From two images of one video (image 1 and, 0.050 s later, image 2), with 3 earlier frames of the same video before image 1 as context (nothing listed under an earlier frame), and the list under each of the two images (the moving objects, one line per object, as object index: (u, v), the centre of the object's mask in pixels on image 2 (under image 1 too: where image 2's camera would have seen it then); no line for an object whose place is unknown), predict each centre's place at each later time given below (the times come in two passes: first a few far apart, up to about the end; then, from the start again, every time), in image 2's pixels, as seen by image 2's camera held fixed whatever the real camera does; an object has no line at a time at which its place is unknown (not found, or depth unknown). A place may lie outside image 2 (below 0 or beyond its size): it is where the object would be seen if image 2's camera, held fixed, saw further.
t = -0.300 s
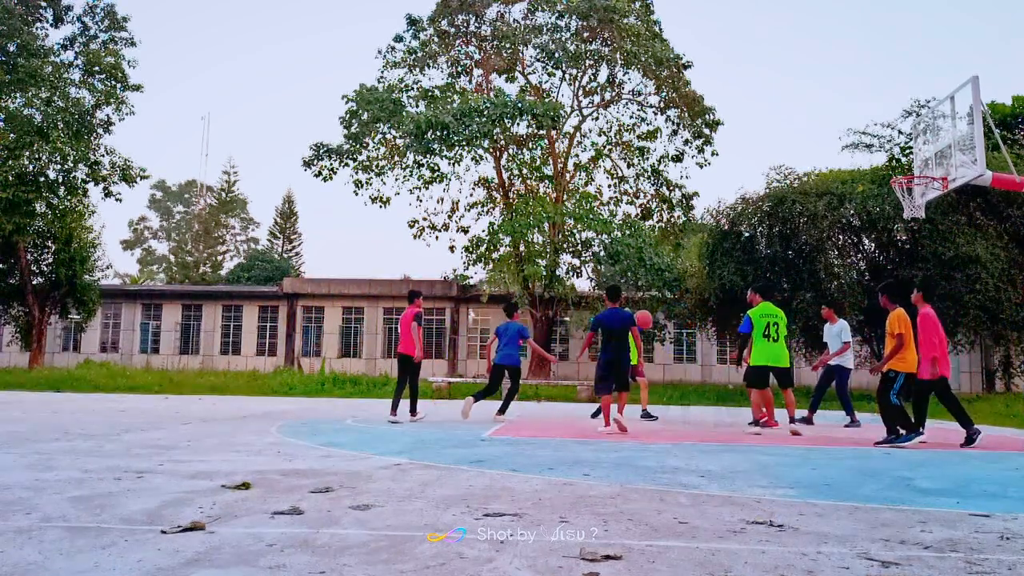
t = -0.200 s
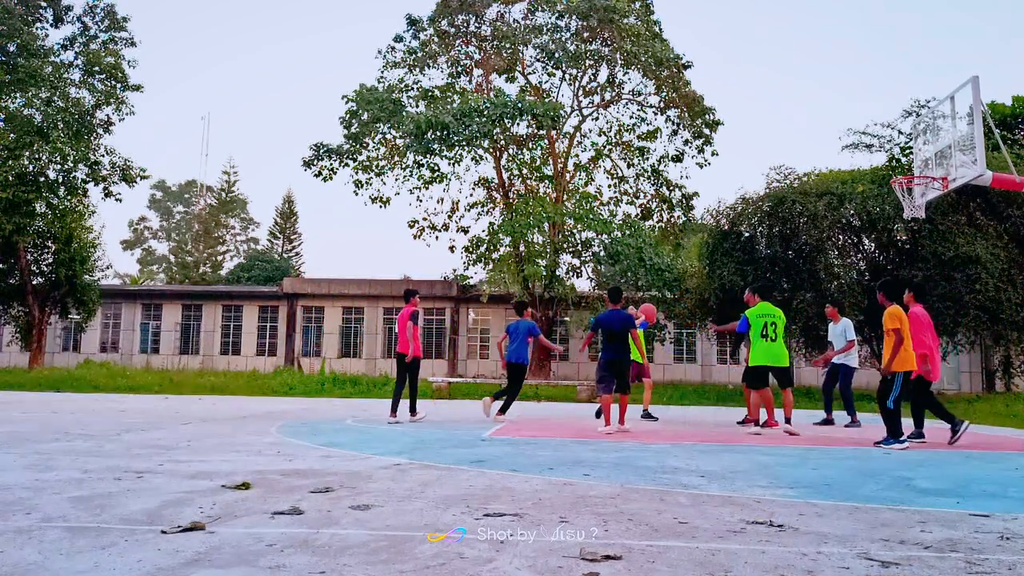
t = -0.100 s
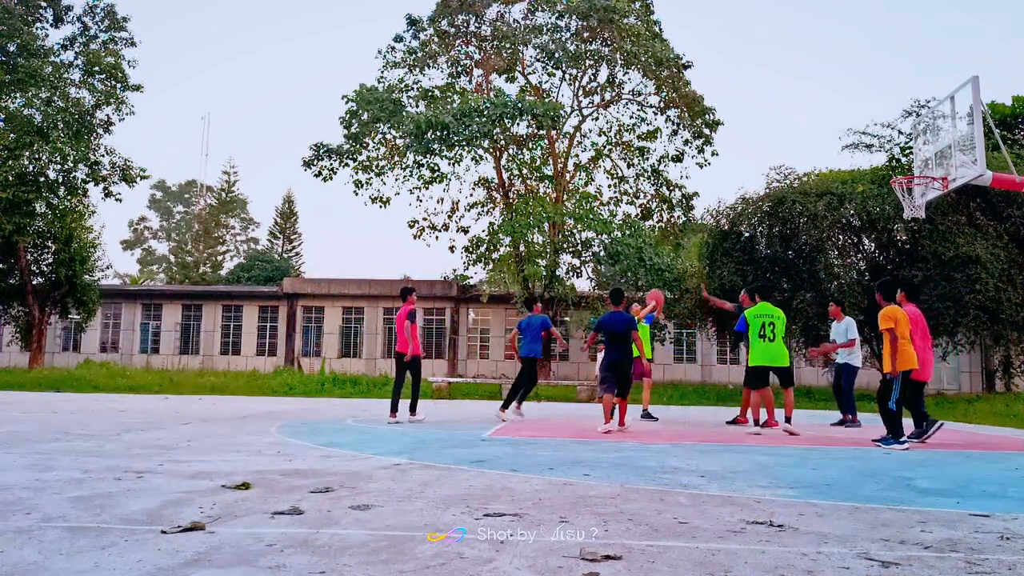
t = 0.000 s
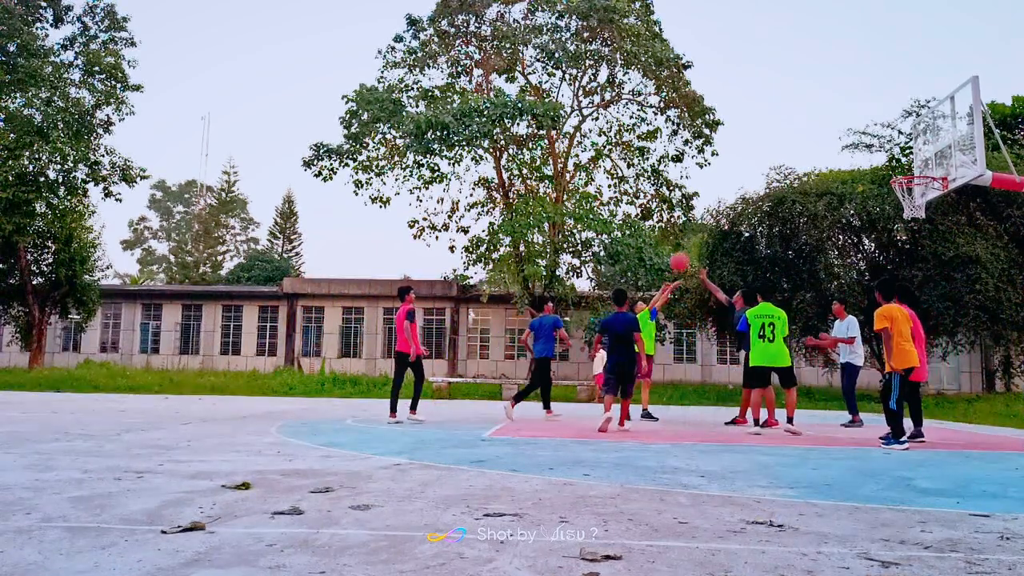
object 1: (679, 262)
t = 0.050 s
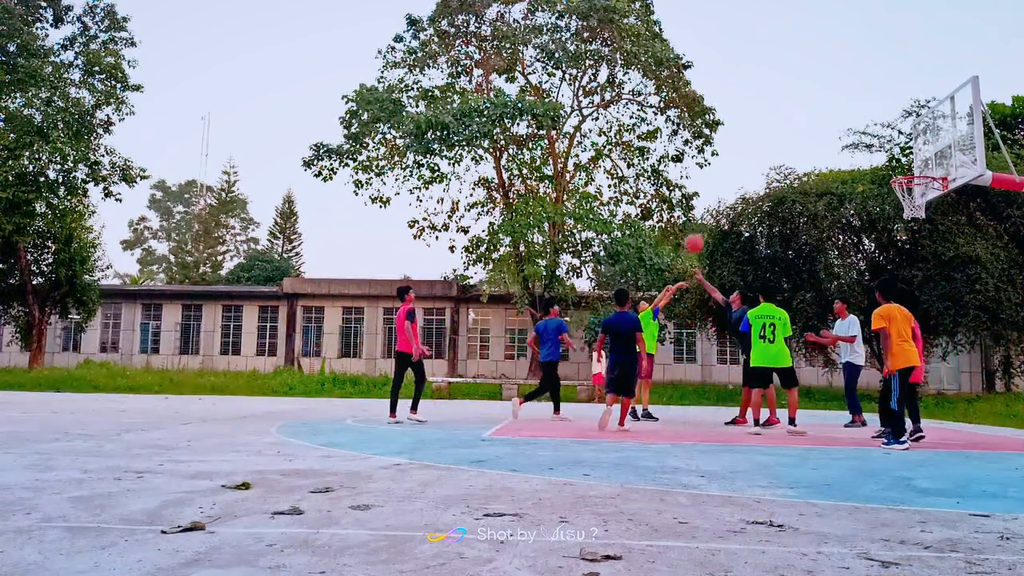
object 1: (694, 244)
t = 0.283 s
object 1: (764, 181)
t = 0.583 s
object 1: (861, 158)
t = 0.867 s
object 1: (908, 172)
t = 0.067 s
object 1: (700, 238)
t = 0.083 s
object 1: (704, 233)
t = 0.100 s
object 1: (709, 227)
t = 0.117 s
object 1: (713, 222)
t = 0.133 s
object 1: (718, 218)
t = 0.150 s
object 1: (723, 212)
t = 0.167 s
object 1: (728, 208)
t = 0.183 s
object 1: (733, 203)
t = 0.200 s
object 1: (738, 200)
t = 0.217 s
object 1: (743, 196)
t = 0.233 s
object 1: (748, 192)
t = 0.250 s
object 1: (753, 188)
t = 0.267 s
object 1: (759, 185)
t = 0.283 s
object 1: (764, 181)
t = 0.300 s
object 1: (769, 179)
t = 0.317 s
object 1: (774, 175)
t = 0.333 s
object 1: (779, 173)
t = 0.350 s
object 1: (784, 170)
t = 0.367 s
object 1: (790, 168)
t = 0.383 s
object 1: (795, 166)
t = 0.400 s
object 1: (801, 164)
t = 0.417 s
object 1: (806, 163)
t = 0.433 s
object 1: (811, 161)
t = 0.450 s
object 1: (817, 160)
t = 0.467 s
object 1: (822, 159)
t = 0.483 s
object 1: (827, 158)
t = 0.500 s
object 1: (833, 157)
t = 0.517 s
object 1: (838, 157)
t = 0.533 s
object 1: (844, 157)
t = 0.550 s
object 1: (849, 157)
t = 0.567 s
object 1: (855, 157)
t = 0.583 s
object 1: (861, 158)
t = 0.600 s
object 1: (866, 158)
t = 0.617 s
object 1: (872, 160)
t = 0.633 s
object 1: (878, 161)
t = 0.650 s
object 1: (885, 163)
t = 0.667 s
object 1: (890, 164)
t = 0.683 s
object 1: (895, 166)
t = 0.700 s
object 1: (901, 168)
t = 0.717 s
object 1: (906, 170)
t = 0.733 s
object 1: (913, 171)
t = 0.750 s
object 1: (918, 175)
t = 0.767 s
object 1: (917, 176)
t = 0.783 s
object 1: (918, 176)
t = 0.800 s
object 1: (917, 178)
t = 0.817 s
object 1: (917, 179)
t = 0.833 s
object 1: (916, 177)
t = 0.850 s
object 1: (912, 175)
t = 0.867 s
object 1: (908, 172)
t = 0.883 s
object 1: (905, 173)
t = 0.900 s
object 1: (902, 172)
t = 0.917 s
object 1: (899, 171)
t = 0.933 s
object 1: (896, 171)
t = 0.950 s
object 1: (895, 170)
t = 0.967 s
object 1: (894, 169)
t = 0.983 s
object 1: (893, 169)
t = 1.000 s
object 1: (892, 169)
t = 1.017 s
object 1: (891, 168)
